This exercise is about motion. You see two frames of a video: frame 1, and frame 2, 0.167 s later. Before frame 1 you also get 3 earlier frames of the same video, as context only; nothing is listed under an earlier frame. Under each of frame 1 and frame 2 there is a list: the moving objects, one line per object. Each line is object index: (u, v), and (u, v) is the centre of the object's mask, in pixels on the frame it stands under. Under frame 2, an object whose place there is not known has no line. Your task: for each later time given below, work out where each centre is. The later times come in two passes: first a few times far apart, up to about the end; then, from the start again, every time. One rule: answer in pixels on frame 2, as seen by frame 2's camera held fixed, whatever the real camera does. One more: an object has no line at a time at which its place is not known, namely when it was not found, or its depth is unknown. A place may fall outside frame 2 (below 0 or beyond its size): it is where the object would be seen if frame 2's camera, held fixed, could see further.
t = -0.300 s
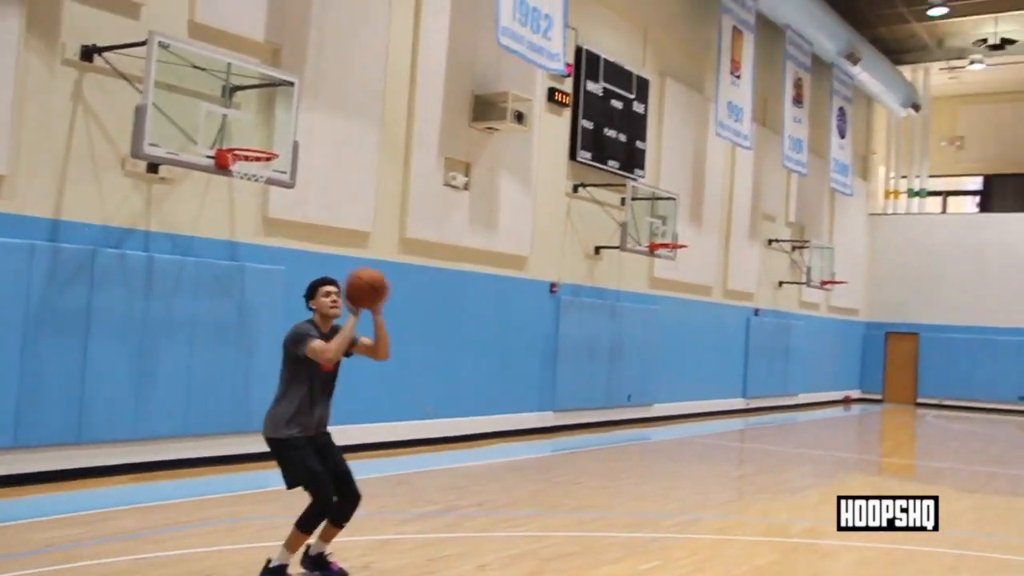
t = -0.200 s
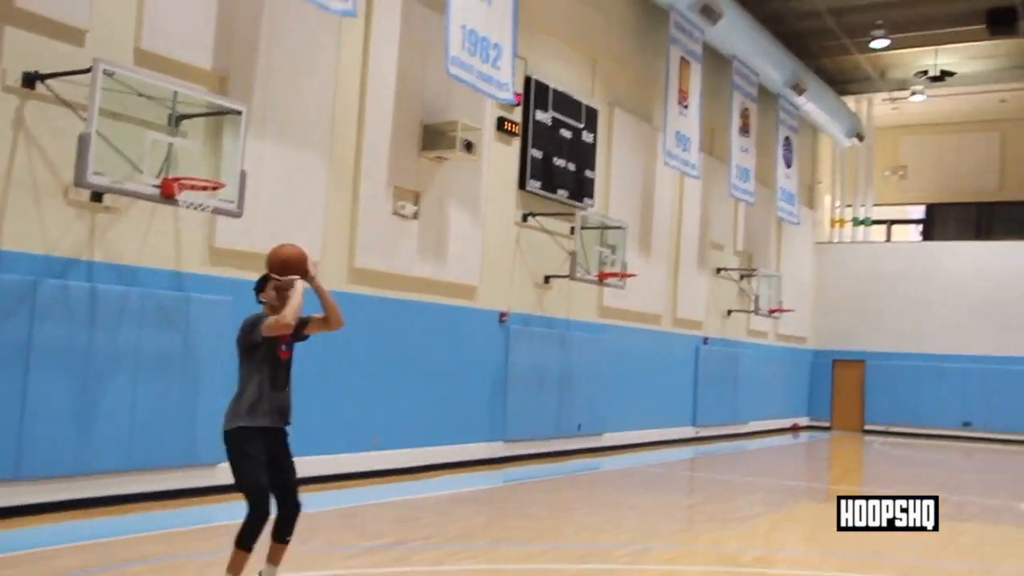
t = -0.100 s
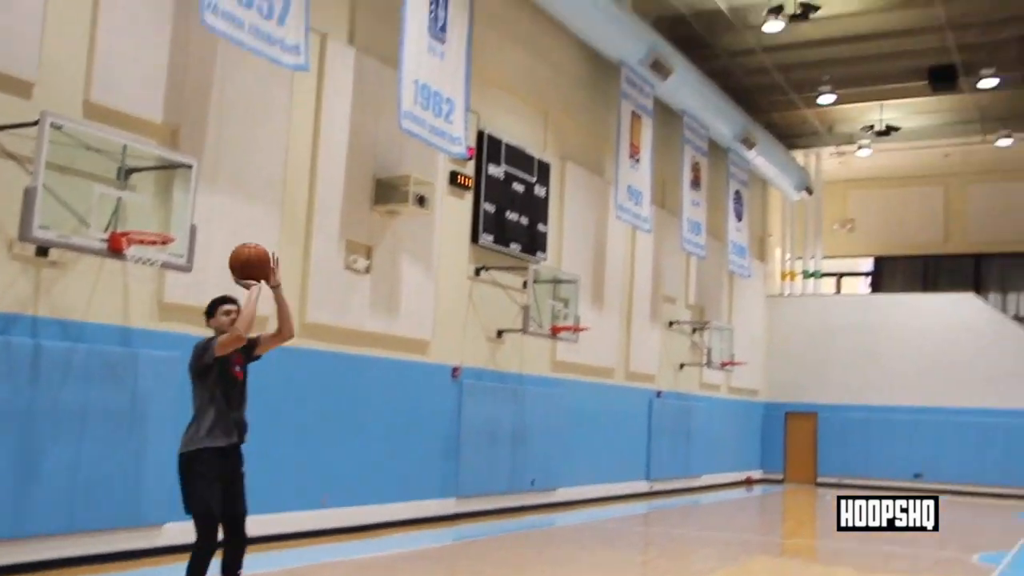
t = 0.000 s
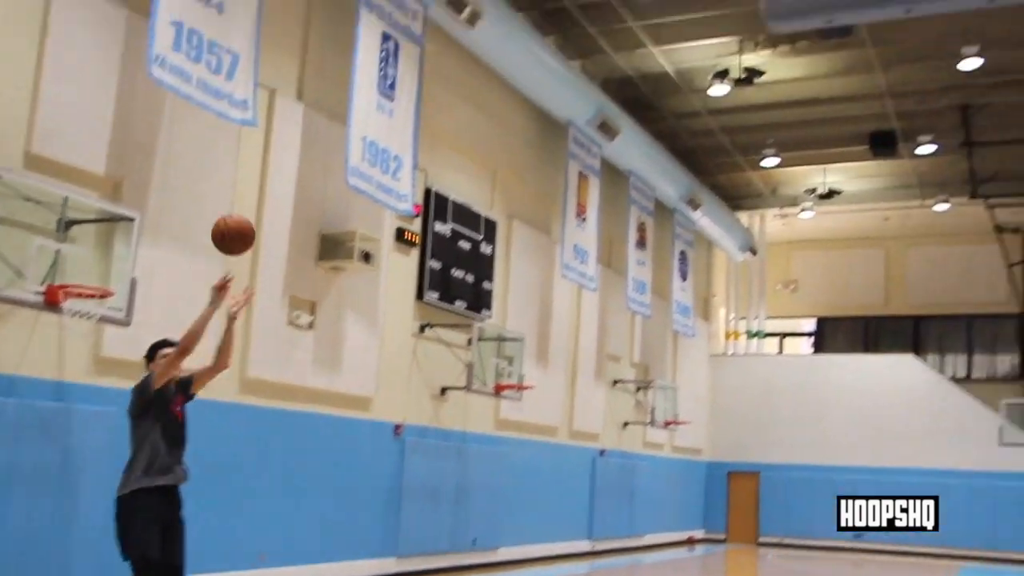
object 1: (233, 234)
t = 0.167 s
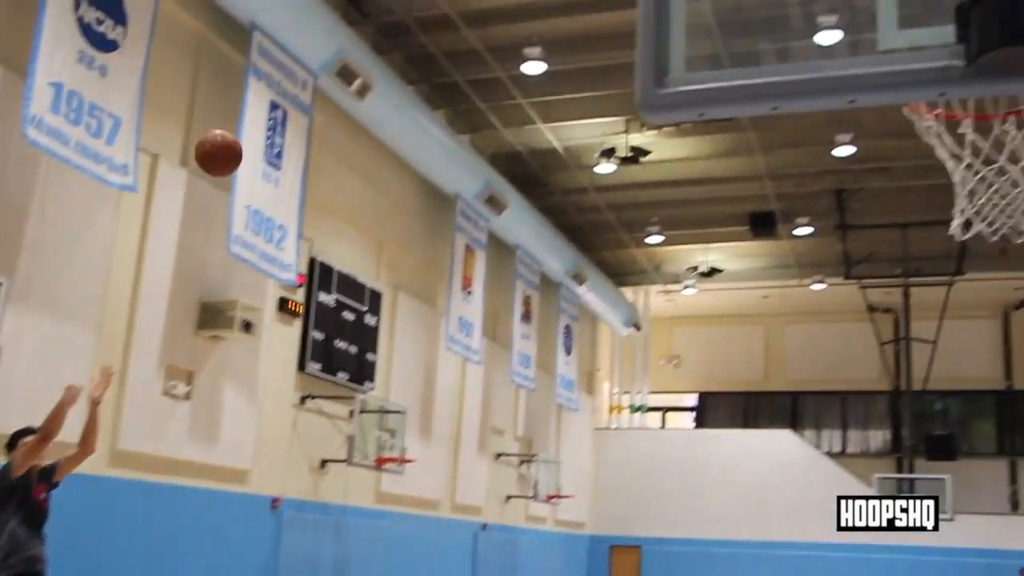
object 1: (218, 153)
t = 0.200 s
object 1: (241, 128)
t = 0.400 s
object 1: (380, 4)
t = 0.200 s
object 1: (241, 128)
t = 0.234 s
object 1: (263, 103)
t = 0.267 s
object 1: (287, 81)
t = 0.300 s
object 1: (309, 59)
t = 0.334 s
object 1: (333, 39)
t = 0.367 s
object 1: (357, 21)
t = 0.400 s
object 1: (380, 4)
